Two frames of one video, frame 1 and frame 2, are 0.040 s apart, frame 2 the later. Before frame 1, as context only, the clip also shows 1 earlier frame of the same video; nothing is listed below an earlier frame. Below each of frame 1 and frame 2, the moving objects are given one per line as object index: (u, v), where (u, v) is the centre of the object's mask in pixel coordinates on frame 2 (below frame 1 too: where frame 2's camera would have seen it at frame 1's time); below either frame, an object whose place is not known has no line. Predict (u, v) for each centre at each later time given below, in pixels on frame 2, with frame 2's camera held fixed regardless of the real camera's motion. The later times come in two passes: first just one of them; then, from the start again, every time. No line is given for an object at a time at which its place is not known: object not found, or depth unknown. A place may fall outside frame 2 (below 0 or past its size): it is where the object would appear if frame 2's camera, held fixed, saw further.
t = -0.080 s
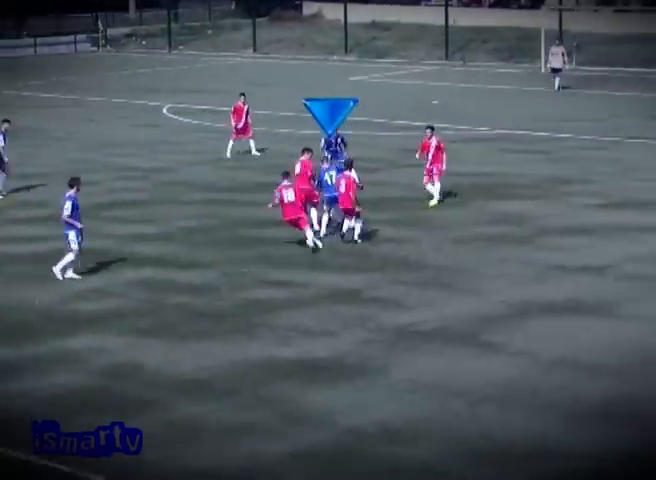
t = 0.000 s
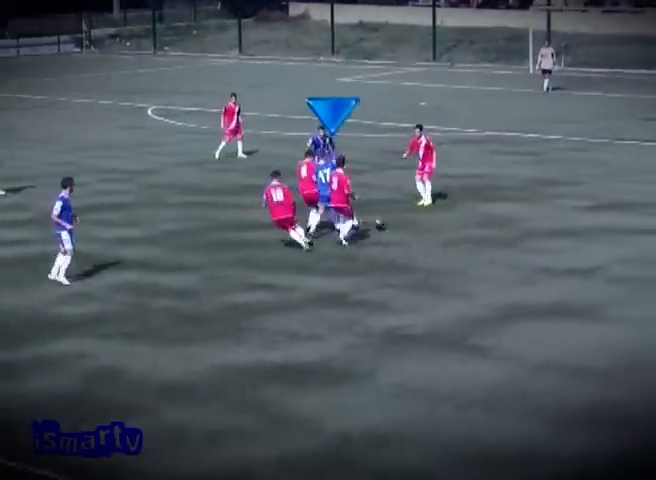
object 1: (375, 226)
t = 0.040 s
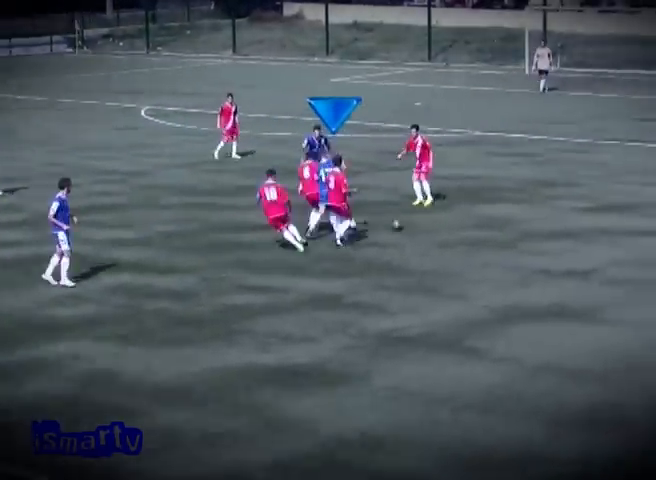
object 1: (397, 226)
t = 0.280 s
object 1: (512, 218)
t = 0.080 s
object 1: (417, 224)
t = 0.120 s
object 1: (437, 221)
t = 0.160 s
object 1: (455, 219)
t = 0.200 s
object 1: (474, 218)
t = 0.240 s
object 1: (493, 217)
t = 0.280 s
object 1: (512, 218)
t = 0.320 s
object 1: (529, 217)
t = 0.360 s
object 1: (544, 214)
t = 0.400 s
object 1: (559, 213)
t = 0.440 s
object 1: (574, 212)
